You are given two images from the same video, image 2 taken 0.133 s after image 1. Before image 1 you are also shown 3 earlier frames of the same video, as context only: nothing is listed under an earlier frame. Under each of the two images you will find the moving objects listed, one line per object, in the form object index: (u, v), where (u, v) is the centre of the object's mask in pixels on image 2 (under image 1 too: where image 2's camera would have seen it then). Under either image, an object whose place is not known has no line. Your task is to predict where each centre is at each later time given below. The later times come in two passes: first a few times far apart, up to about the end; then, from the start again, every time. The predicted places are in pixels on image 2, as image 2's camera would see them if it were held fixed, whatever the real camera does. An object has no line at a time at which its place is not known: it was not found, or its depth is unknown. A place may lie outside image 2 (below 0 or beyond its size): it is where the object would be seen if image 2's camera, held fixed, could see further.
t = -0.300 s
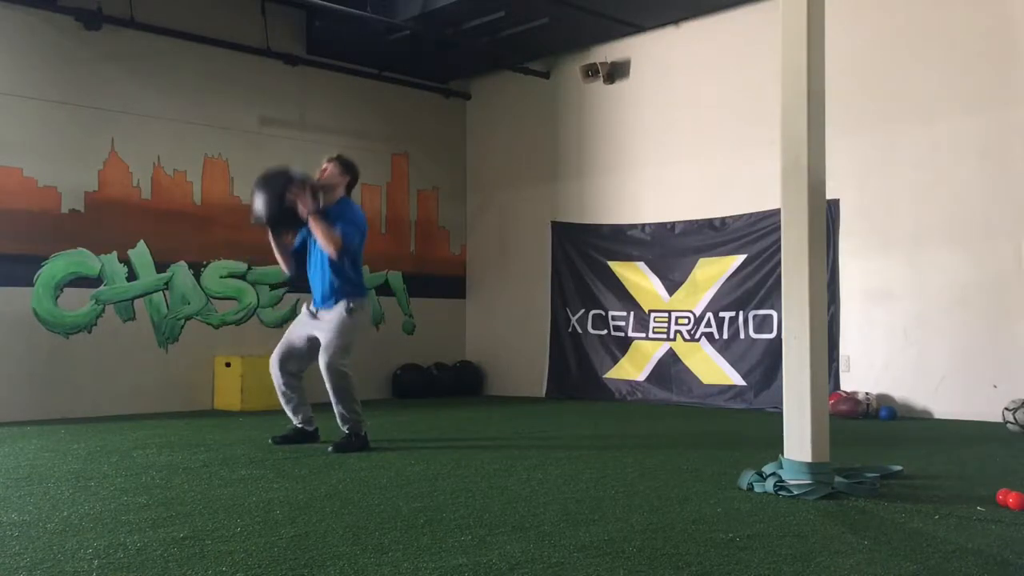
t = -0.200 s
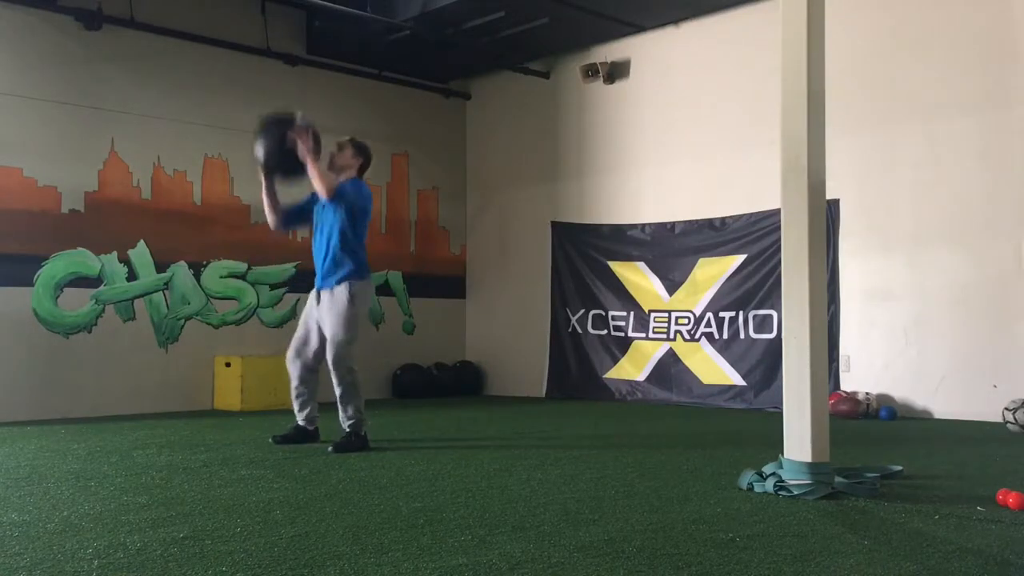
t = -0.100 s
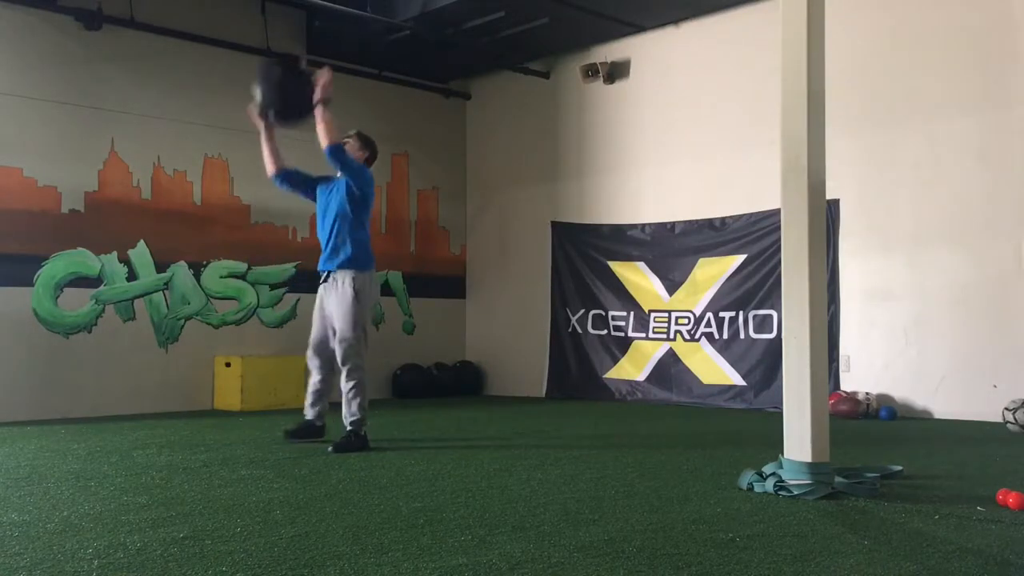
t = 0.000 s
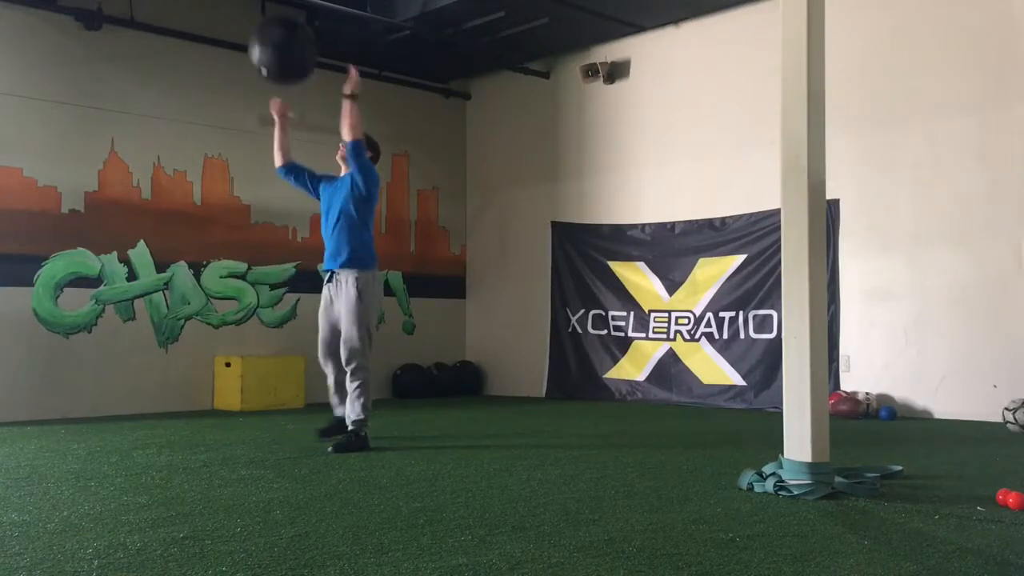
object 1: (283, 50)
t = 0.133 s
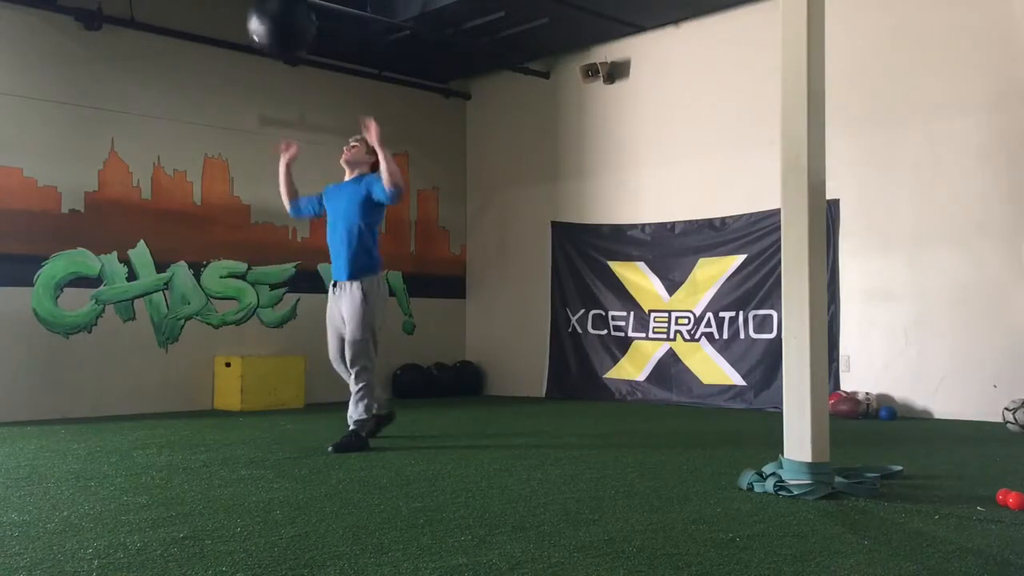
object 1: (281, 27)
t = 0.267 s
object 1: (279, 29)
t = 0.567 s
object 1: (274, 153)
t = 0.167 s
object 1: (281, 26)
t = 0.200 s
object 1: (281, 26)
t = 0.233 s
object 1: (280, 28)
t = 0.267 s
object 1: (279, 29)
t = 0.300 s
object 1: (278, 32)
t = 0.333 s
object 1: (278, 41)
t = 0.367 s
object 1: (277, 50)
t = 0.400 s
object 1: (276, 62)
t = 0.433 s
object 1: (277, 76)
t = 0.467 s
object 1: (276, 93)
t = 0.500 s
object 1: (275, 111)
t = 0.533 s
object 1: (274, 131)
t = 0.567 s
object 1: (274, 153)
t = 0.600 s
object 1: (273, 178)
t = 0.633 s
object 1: (272, 205)
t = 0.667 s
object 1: (271, 233)
